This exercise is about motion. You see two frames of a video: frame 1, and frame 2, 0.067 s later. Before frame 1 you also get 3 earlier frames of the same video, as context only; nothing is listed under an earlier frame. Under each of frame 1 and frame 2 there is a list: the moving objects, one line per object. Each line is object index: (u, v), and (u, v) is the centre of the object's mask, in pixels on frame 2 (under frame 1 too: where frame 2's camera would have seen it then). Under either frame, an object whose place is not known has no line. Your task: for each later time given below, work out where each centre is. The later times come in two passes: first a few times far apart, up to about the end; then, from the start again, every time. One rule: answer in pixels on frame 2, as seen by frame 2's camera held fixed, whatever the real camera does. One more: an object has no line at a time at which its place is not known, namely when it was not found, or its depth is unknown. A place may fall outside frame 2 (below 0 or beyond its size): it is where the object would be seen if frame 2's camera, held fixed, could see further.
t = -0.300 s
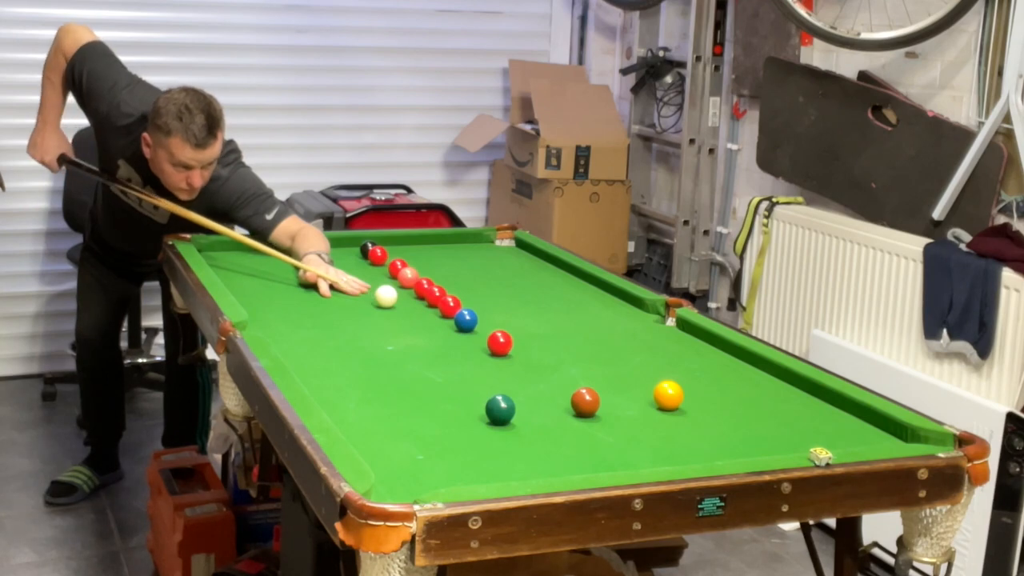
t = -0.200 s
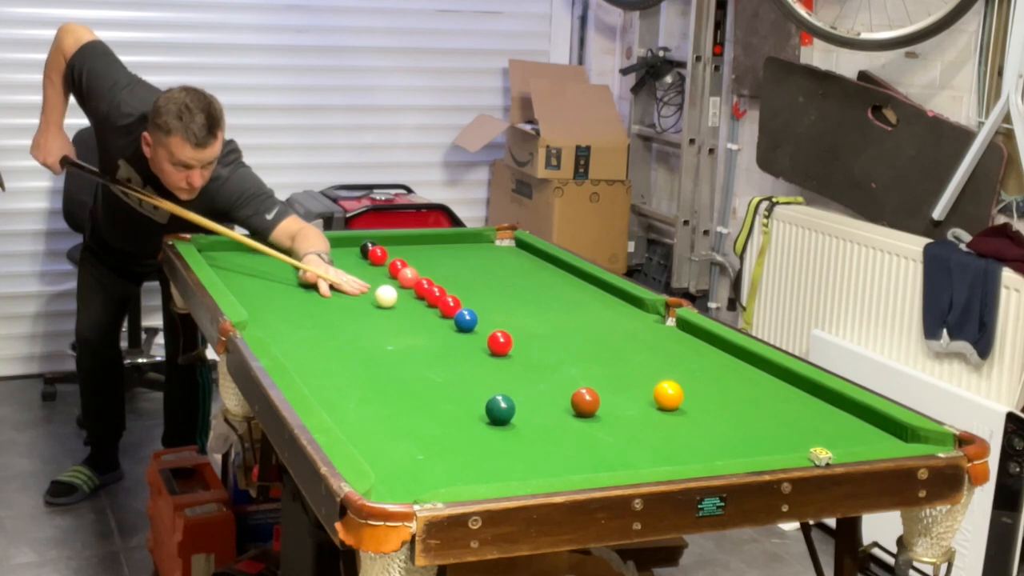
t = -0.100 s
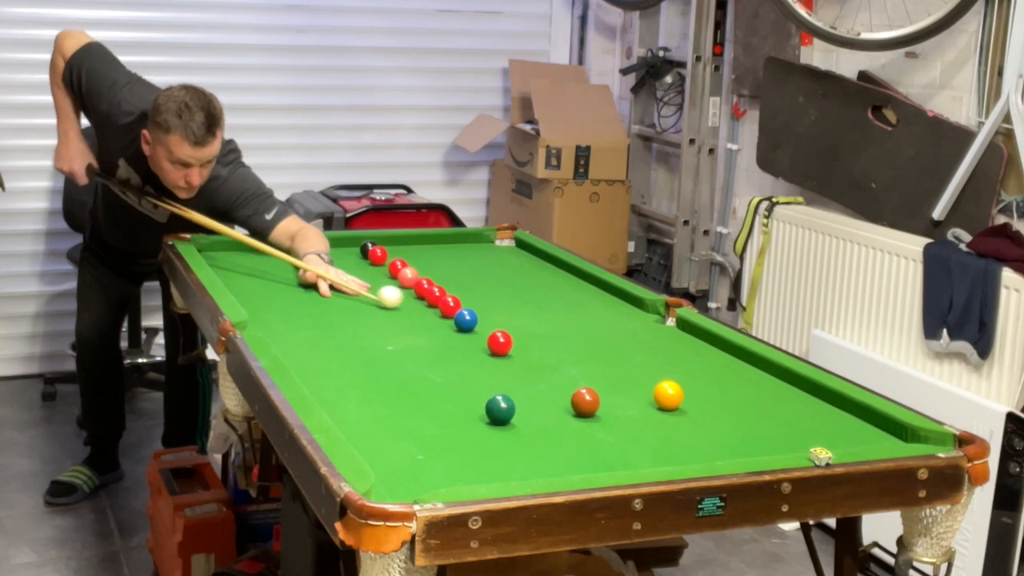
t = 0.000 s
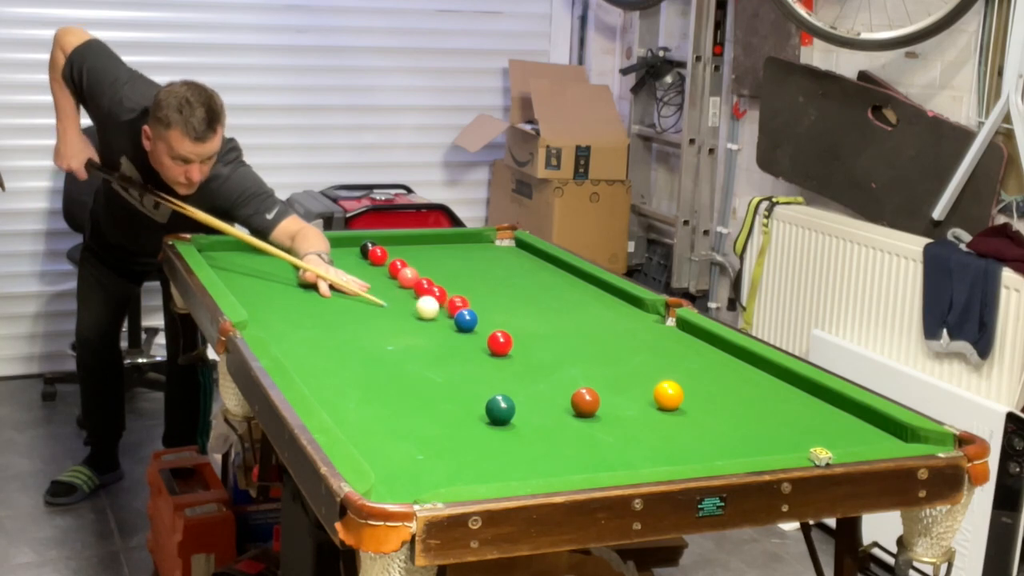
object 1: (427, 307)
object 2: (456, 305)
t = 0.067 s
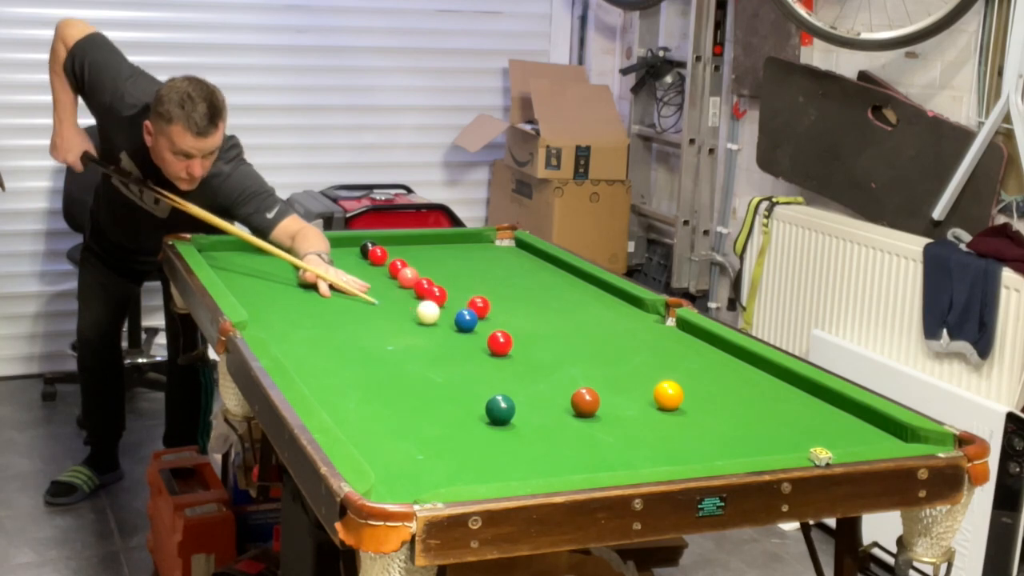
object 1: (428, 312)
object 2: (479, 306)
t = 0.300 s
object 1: (419, 324)
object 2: (544, 308)
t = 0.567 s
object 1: (409, 336)
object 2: (615, 311)
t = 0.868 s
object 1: (400, 349)
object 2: (668, 321)
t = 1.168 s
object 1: (392, 362)
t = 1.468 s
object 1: (385, 374)
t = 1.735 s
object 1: (378, 383)
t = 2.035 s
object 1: (373, 393)
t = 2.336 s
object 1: (369, 400)
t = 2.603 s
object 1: (366, 405)
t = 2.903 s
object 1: (363, 409)
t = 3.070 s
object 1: (362, 410)
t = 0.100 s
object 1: (427, 314)
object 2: (488, 307)
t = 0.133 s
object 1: (426, 316)
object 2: (498, 307)
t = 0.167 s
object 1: (425, 317)
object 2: (507, 307)
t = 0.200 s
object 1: (423, 319)
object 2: (516, 308)
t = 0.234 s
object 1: (422, 320)
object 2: (526, 308)
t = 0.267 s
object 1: (421, 322)
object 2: (535, 308)
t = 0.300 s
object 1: (419, 324)
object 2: (544, 308)
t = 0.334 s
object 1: (418, 325)
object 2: (553, 309)
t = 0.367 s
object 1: (417, 327)
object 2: (562, 309)
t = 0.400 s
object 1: (415, 328)
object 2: (571, 309)
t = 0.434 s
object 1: (414, 330)
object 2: (580, 309)
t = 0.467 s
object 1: (413, 331)
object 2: (589, 310)
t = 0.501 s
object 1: (412, 333)
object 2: (598, 310)
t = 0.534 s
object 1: (410, 334)
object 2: (606, 310)
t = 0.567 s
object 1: (409, 336)
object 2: (615, 311)
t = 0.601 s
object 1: (408, 337)
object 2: (624, 311)
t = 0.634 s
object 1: (407, 339)
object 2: (633, 311)
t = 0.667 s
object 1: (406, 341)
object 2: (641, 311)
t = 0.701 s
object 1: (405, 342)
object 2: (649, 311)
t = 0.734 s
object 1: (404, 343)
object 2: (658, 312)
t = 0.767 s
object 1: (403, 345)
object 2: (665, 313)
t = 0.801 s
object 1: (402, 346)
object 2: (667, 314)
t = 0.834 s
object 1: (401, 348)
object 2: (667, 316)
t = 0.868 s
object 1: (400, 349)
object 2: (668, 321)
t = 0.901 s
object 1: (399, 351)
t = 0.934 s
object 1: (398, 352)
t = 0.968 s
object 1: (397, 354)
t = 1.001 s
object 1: (396, 355)
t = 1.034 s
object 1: (396, 357)
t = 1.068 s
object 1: (395, 358)
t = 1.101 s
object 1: (394, 360)
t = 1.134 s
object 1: (393, 361)
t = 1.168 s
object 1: (392, 362)
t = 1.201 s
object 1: (391, 364)
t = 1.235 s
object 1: (390, 365)
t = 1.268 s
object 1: (390, 366)
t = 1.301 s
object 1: (389, 368)
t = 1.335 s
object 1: (388, 369)
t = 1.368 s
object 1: (387, 370)
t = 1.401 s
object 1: (386, 372)
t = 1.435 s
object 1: (385, 373)
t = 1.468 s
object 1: (385, 374)
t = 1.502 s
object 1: (384, 375)
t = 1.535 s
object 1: (383, 376)
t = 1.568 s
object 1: (382, 378)
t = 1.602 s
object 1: (381, 379)
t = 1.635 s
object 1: (381, 380)
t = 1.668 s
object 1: (380, 381)
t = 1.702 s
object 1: (379, 382)
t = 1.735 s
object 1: (378, 383)
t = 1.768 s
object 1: (378, 384)
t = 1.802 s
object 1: (377, 386)
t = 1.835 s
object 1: (377, 387)
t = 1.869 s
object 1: (376, 388)
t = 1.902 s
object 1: (376, 389)
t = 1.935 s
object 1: (375, 390)
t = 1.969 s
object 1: (375, 390)
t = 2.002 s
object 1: (374, 392)
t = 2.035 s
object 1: (373, 393)
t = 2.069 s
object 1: (373, 394)
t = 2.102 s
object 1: (372, 394)
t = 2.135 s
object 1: (372, 395)
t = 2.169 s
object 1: (372, 396)
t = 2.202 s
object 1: (371, 397)
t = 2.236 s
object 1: (370, 398)
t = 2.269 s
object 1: (370, 399)
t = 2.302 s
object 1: (370, 399)
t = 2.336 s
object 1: (369, 400)
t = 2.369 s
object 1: (369, 401)
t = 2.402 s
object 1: (369, 401)
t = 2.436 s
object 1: (368, 402)
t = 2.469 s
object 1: (367, 403)
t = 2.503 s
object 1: (368, 403)
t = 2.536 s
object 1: (367, 404)
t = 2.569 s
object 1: (367, 405)
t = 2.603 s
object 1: (366, 405)
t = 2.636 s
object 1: (366, 406)
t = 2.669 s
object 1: (366, 406)
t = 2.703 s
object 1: (365, 407)
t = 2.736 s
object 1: (365, 407)
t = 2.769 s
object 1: (365, 408)
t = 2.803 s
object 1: (364, 408)
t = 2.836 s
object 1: (364, 408)
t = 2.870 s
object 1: (364, 408)
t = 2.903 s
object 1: (363, 409)
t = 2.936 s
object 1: (363, 409)
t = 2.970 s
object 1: (363, 409)
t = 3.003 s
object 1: (362, 409)
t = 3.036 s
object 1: (362, 409)
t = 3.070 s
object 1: (362, 410)
